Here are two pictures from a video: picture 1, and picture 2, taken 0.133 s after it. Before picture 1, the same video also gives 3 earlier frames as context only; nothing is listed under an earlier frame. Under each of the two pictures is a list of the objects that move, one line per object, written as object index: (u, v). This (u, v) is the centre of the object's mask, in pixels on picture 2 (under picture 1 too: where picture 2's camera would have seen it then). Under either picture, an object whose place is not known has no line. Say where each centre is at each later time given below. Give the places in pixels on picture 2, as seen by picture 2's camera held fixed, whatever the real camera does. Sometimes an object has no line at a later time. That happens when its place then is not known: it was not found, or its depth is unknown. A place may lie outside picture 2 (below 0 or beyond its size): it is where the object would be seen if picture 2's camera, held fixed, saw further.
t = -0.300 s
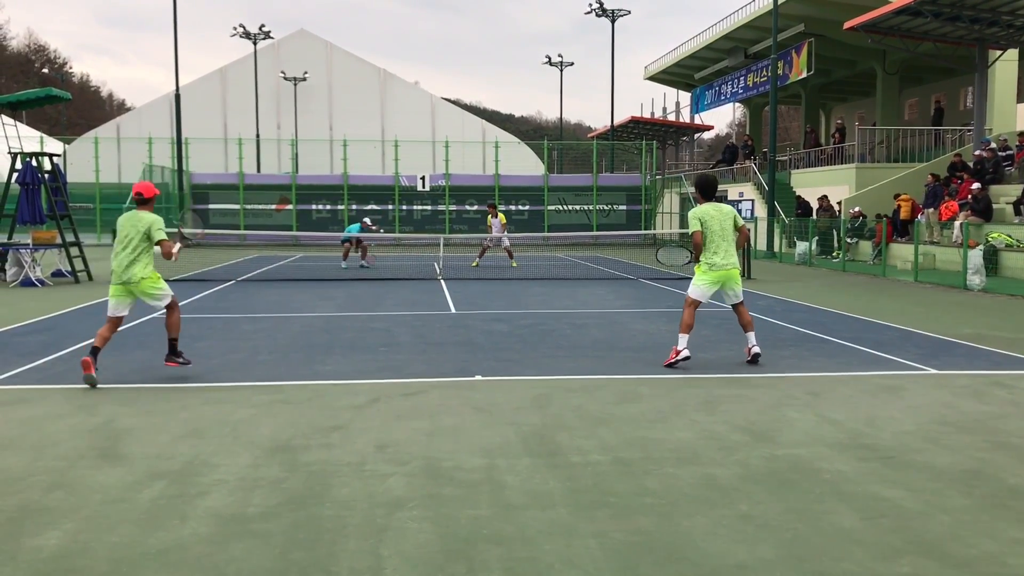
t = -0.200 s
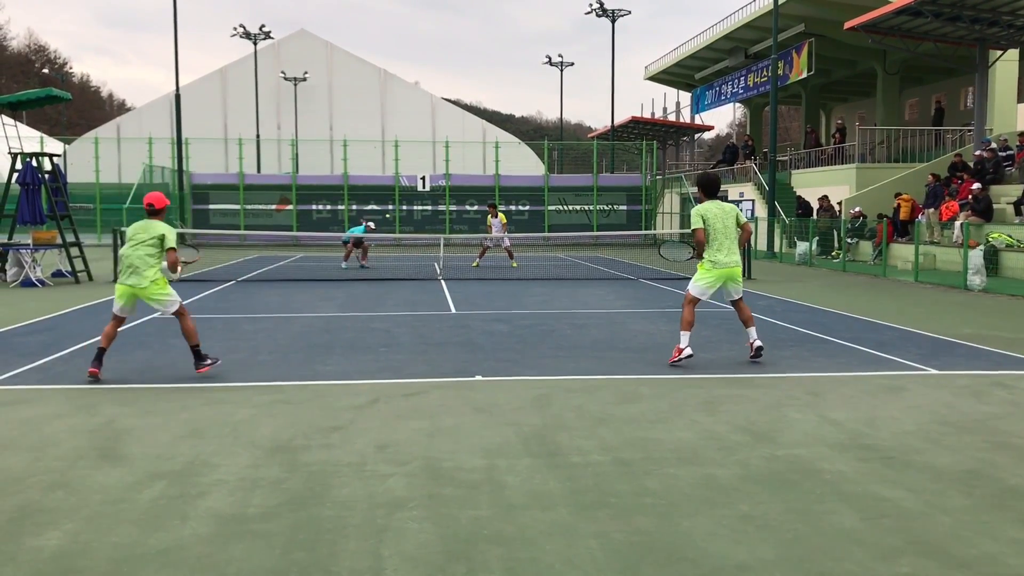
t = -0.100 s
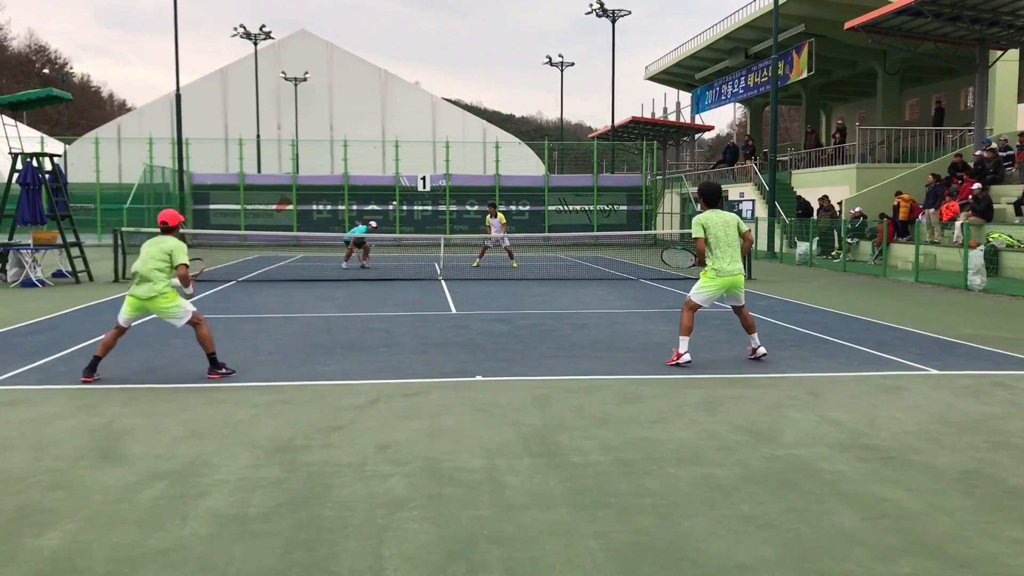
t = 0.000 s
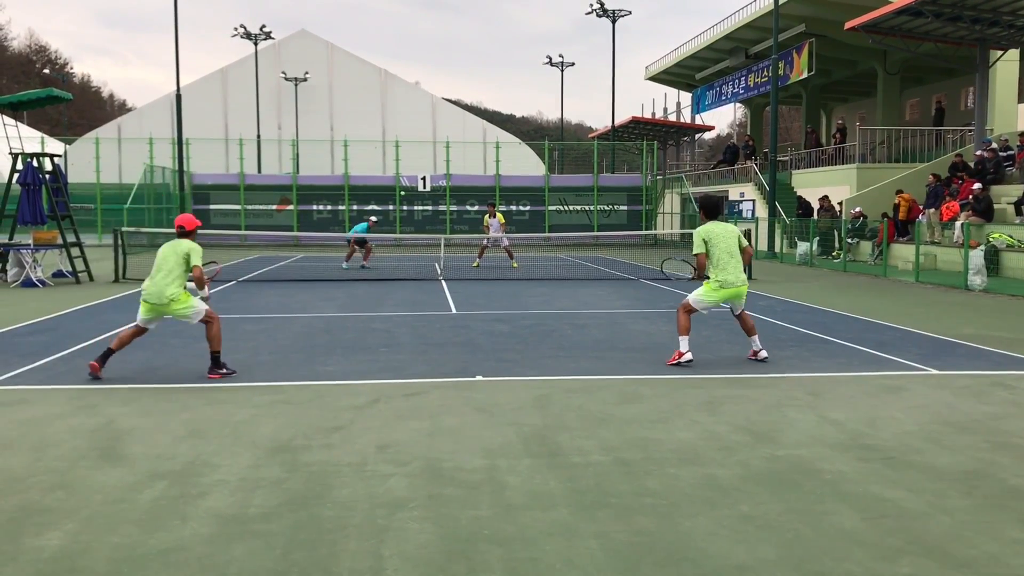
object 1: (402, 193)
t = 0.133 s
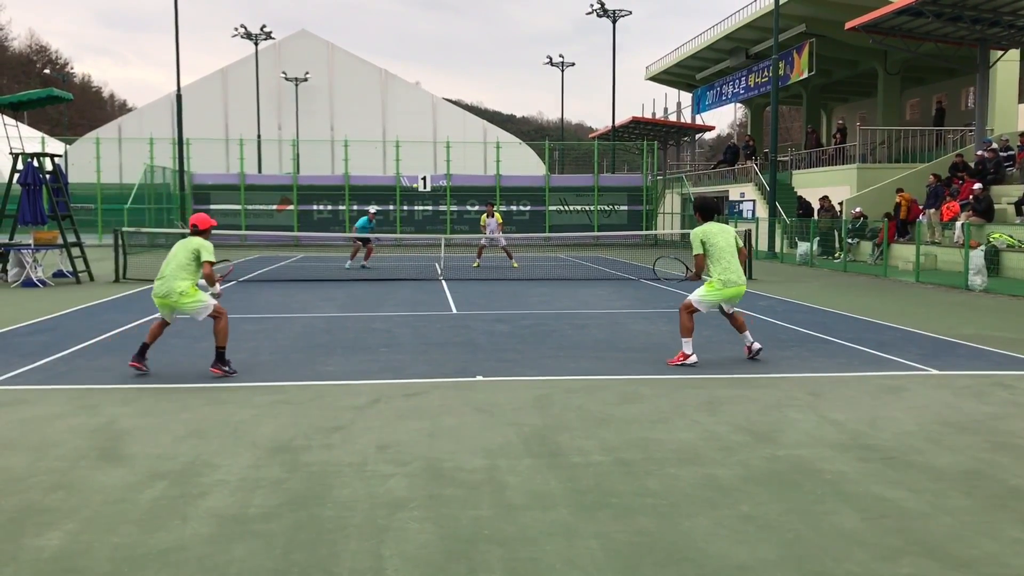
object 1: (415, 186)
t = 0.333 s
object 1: (439, 191)
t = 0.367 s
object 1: (444, 195)
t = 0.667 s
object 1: (504, 268)
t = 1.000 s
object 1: (596, 305)
